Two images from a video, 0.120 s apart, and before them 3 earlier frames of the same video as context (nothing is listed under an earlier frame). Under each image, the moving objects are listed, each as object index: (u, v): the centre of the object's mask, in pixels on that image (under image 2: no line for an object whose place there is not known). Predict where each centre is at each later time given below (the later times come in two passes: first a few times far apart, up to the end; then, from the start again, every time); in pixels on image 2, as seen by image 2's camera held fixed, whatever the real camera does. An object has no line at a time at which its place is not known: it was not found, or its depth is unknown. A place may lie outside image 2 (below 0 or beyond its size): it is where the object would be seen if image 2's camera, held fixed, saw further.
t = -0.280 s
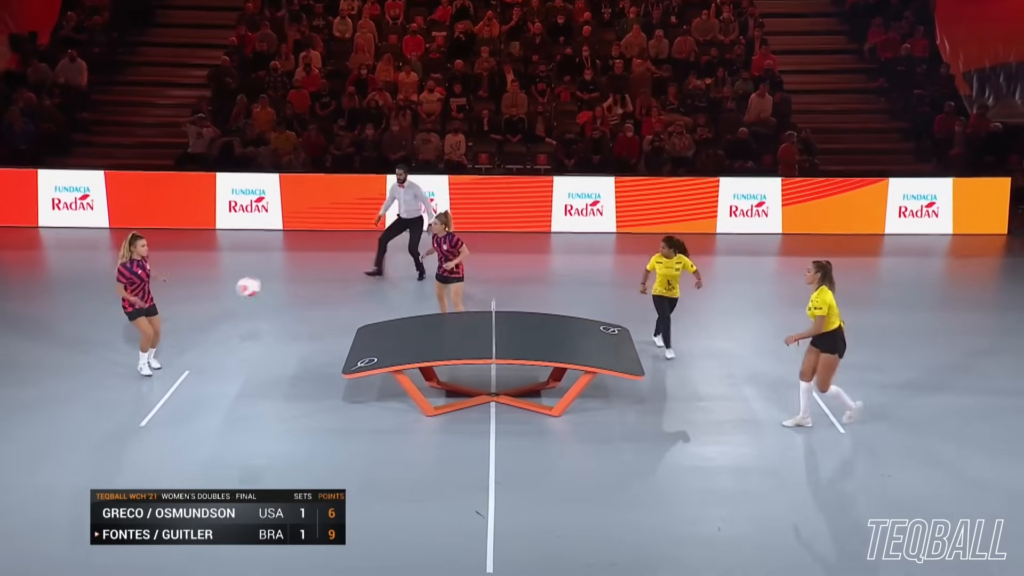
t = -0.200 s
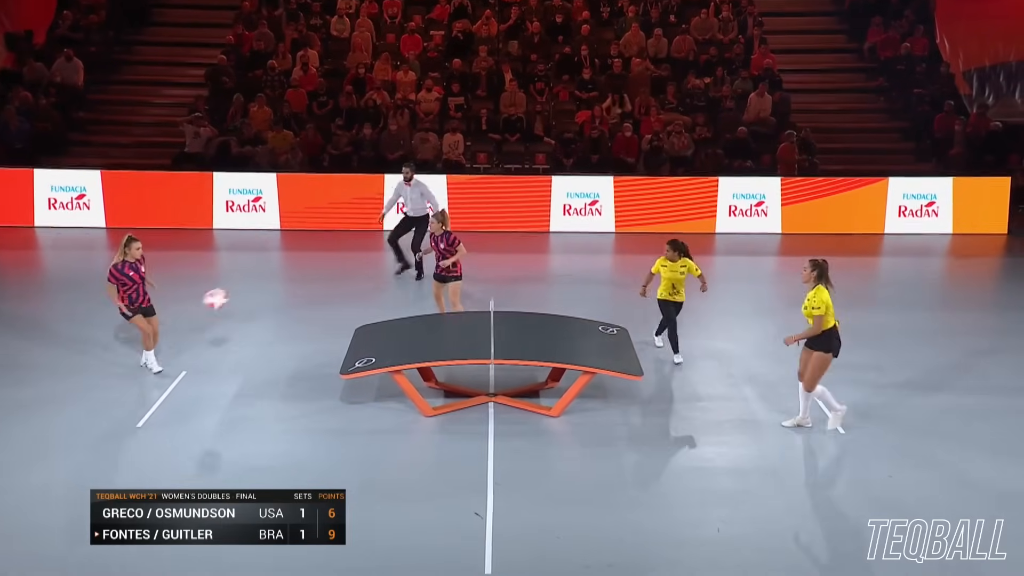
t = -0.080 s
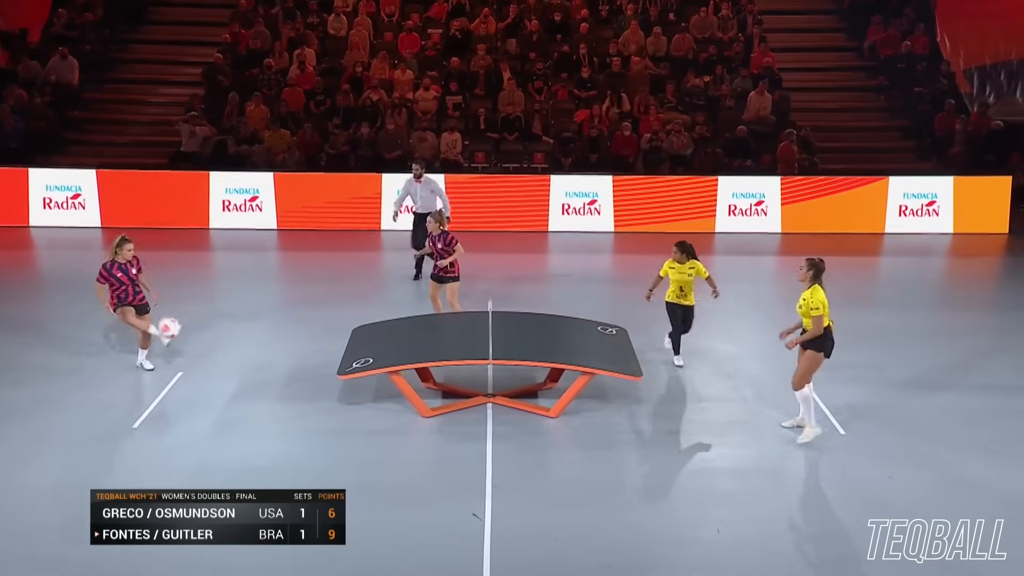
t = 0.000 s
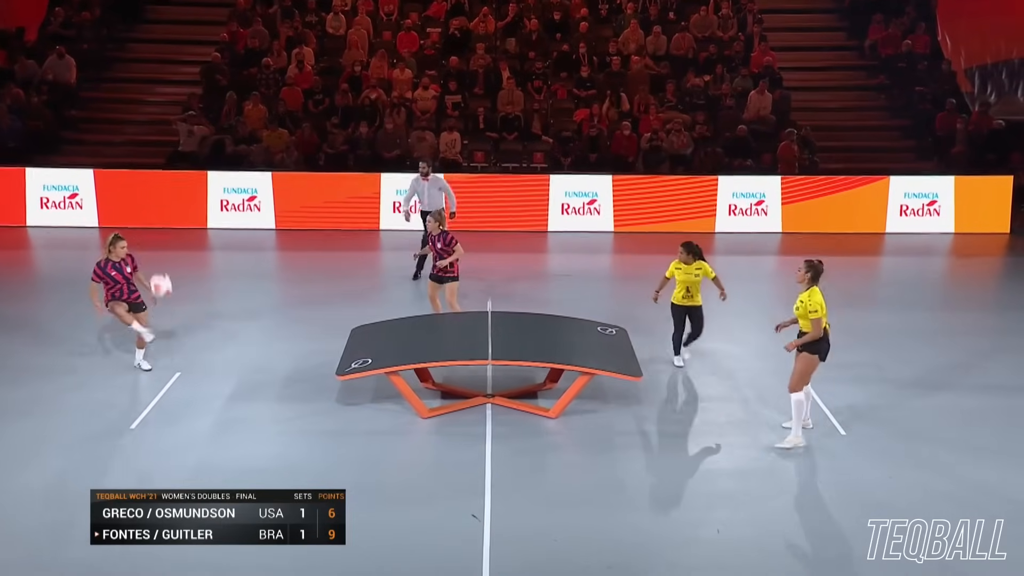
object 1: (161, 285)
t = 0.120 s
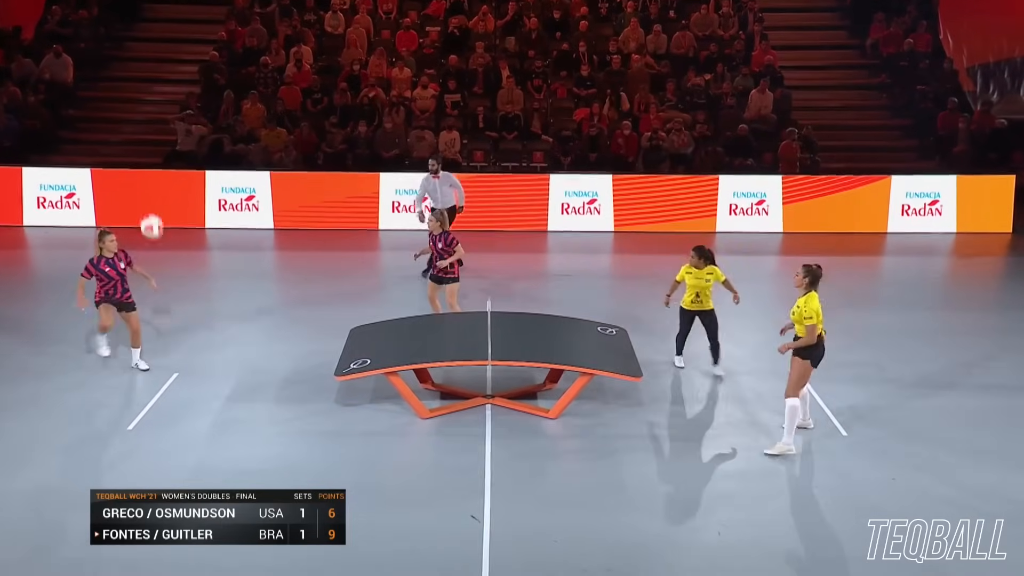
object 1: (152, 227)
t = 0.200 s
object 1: (147, 194)
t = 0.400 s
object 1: (139, 136)
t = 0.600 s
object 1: (134, 117)
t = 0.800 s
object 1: (134, 136)
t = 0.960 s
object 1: (137, 180)
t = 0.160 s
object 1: (149, 209)
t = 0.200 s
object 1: (147, 194)
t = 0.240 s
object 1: (145, 179)
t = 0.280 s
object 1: (143, 166)
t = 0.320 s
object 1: (142, 155)
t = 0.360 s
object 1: (140, 145)
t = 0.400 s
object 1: (139, 136)
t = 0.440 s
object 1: (137, 129)
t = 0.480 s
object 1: (136, 124)
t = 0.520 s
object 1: (135, 120)
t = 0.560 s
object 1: (134, 117)
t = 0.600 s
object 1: (134, 117)
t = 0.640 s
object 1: (133, 117)
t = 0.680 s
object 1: (133, 120)
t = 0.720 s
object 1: (133, 124)
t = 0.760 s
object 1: (133, 129)
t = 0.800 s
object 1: (134, 136)
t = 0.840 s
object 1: (134, 145)
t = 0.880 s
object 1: (135, 155)
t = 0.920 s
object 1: (136, 166)
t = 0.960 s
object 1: (137, 180)
